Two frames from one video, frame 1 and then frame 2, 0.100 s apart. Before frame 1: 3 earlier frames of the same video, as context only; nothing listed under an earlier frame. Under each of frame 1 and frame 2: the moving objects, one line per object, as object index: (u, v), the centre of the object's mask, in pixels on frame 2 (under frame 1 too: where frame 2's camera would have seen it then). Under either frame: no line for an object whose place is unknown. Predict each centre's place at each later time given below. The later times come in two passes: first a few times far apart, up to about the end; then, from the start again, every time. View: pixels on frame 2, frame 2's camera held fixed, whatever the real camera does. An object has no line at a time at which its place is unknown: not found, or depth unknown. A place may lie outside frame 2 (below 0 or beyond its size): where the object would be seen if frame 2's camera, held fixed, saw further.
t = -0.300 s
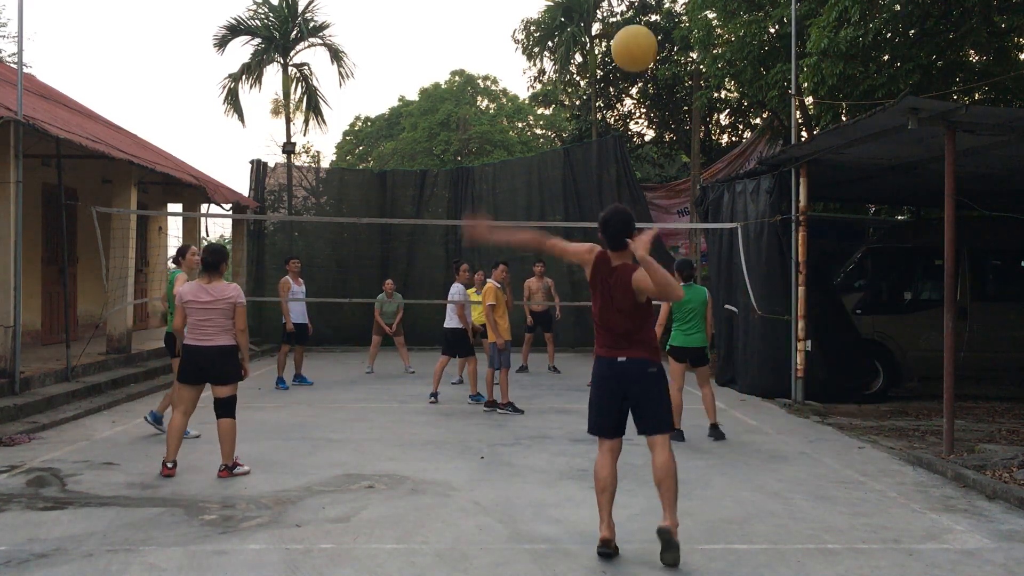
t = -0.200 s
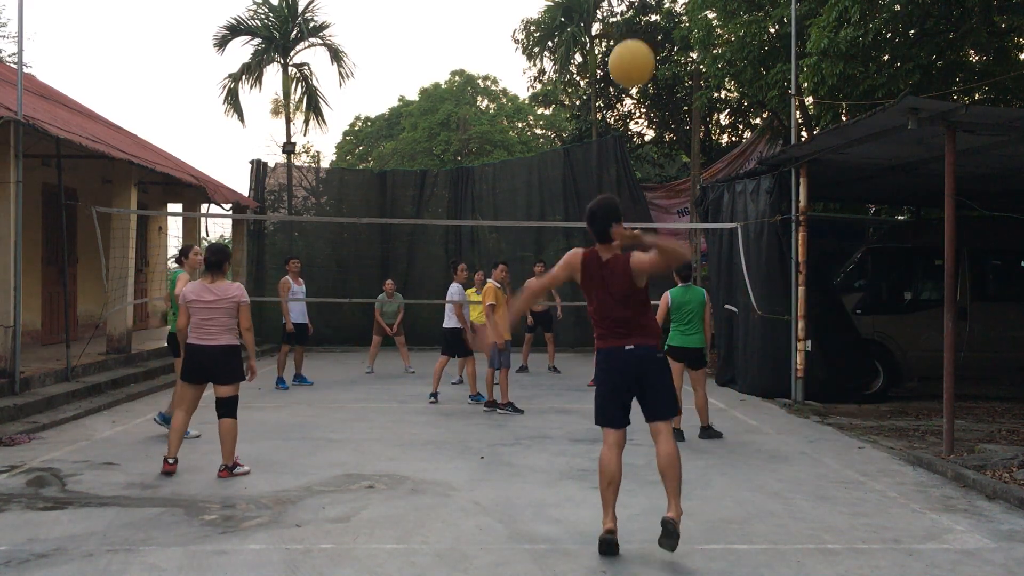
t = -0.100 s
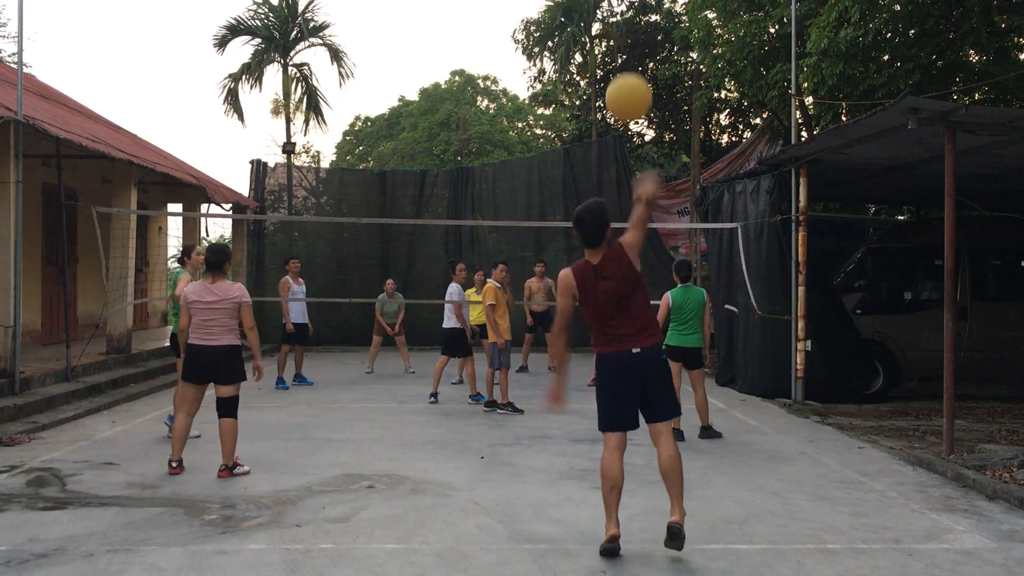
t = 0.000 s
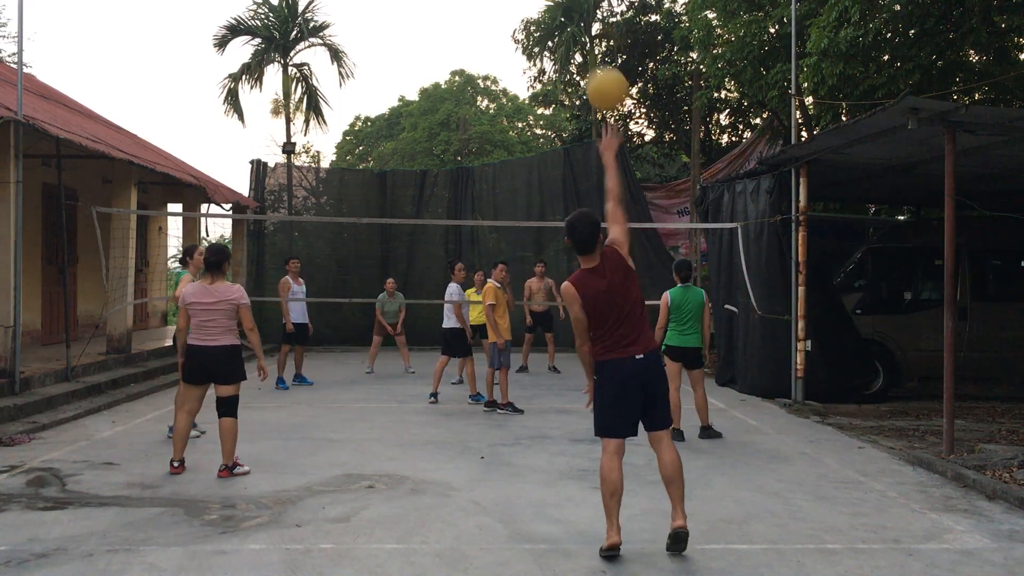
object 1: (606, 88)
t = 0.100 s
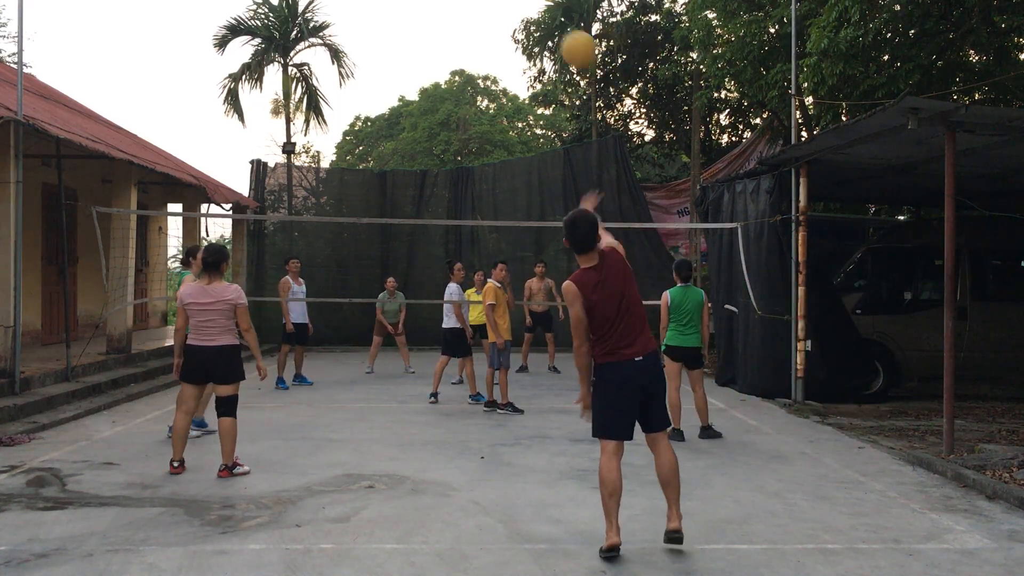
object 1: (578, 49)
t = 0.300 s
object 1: (540, 37)
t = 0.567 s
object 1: (518, 86)
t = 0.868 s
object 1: (509, 173)
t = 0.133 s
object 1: (570, 42)
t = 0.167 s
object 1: (562, 39)
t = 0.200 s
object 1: (555, 37)
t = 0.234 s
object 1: (549, 36)
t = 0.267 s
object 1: (544, 36)
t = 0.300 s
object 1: (540, 37)
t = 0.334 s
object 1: (536, 40)
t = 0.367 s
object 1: (532, 45)
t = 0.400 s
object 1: (529, 50)
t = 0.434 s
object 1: (526, 56)
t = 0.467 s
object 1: (524, 62)
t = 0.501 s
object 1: (521, 70)
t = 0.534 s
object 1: (520, 78)
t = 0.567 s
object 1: (518, 86)
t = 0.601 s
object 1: (516, 95)
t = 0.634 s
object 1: (515, 103)
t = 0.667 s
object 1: (514, 110)
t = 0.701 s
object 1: (513, 120)
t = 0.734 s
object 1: (512, 130)
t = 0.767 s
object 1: (512, 141)
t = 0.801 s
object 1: (511, 151)
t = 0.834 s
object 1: (510, 162)
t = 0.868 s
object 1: (509, 173)
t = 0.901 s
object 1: (508, 185)
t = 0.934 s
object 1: (508, 196)
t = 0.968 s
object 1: (507, 208)
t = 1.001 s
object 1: (507, 216)
